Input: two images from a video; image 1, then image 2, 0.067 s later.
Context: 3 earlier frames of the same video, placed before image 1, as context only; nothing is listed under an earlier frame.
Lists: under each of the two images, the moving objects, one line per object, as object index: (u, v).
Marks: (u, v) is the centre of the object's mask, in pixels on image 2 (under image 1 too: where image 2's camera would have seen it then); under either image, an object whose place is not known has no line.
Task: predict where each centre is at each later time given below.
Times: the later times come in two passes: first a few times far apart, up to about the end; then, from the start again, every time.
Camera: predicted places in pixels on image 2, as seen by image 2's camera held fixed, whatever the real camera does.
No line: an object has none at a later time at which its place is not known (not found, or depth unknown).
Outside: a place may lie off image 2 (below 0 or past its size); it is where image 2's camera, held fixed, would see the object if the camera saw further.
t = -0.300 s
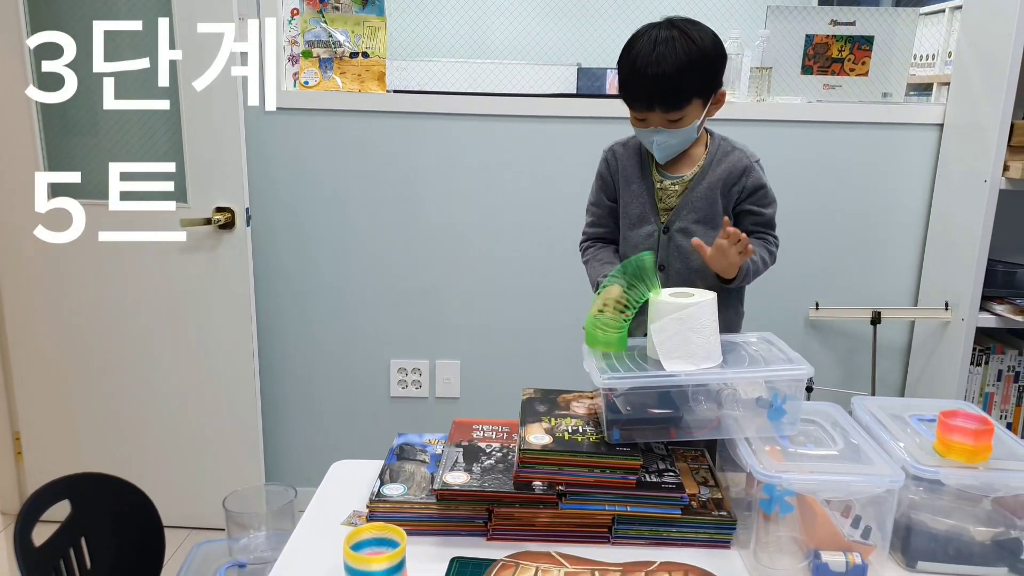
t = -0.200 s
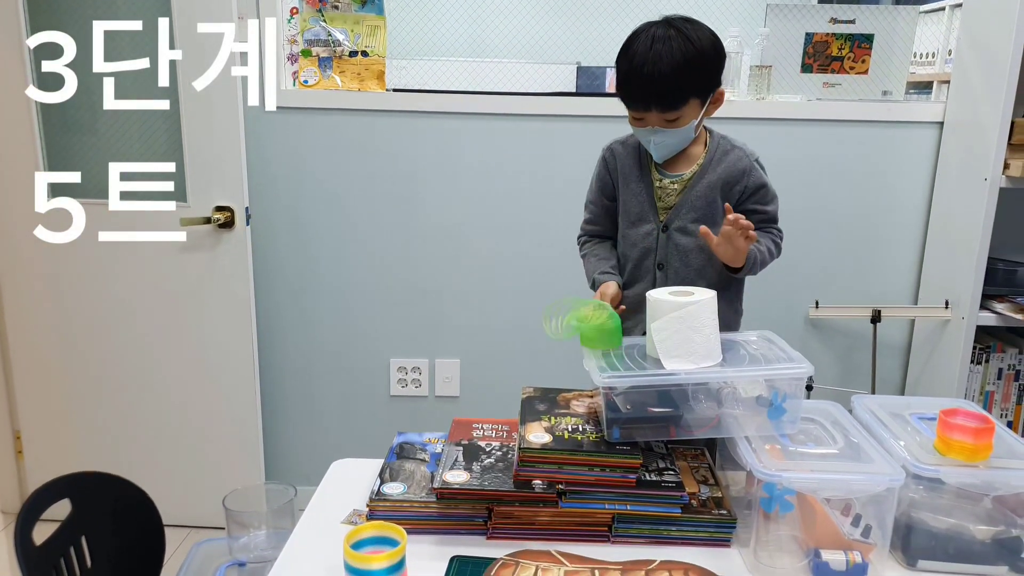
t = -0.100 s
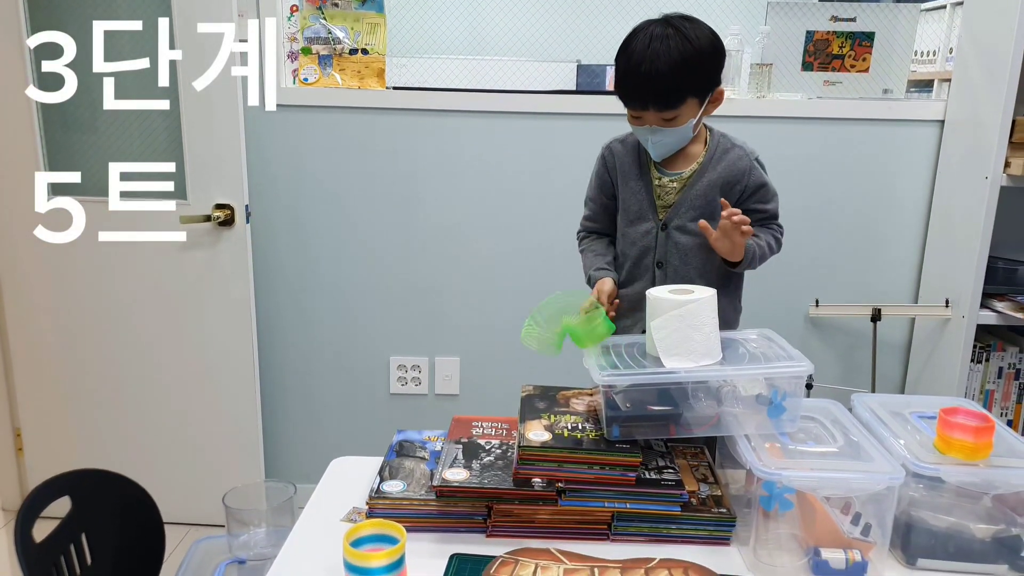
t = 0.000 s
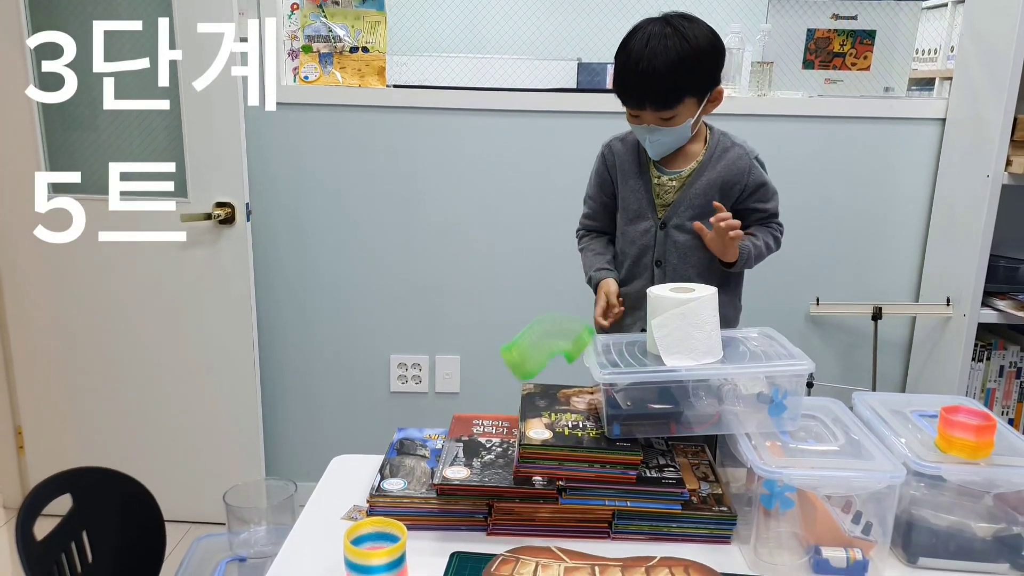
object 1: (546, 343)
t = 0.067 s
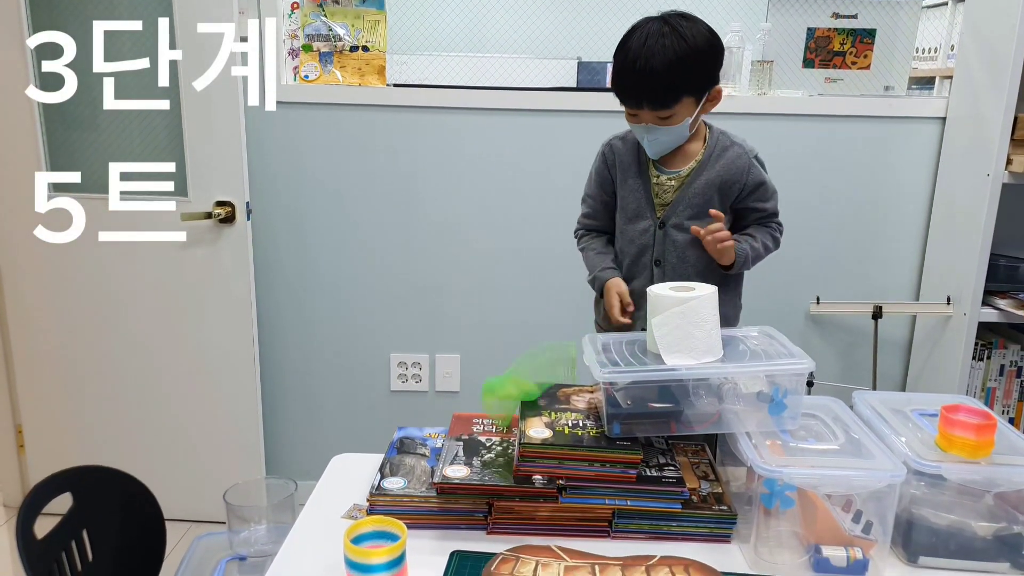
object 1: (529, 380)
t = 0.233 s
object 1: (480, 401)
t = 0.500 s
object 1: (442, 416)
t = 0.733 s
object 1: (407, 420)
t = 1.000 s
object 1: (395, 431)
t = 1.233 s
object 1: (370, 433)
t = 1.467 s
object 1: (334, 447)
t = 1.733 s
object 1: (313, 453)
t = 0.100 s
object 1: (522, 394)
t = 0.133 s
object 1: (508, 404)
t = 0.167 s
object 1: (502, 399)
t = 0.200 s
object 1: (491, 398)
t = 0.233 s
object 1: (480, 401)
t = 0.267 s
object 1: (476, 407)
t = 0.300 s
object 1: (471, 409)
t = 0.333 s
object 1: (467, 410)
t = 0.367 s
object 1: (459, 412)
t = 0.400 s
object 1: (453, 415)
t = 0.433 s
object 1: (448, 418)
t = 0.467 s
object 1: (446, 418)
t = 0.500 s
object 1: (442, 416)
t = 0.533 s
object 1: (440, 416)
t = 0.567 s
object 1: (437, 415)
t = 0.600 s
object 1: (433, 417)
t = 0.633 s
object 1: (429, 418)
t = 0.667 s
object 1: (417, 419)
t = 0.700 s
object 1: (414, 423)
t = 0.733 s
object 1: (407, 420)
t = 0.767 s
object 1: (404, 420)
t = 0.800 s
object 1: (403, 421)
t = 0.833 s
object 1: (404, 422)
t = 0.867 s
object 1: (403, 424)
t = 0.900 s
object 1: (403, 425)
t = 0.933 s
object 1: (400, 427)
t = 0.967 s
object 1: (398, 428)
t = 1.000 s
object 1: (395, 431)
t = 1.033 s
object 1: (392, 433)
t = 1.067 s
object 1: (388, 436)
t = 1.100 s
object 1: (386, 435)
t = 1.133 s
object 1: (381, 434)
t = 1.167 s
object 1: (379, 434)
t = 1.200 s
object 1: (374, 433)
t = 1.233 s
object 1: (370, 433)
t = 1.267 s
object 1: (364, 435)
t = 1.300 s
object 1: (354, 436)
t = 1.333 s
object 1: (347, 441)
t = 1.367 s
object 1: (343, 442)
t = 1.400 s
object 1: (339, 442)
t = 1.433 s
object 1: (336, 444)
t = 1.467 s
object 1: (334, 447)
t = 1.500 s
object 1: (332, 450)
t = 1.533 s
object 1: (331, 451)
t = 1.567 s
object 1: (330, 453)
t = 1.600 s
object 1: (330, 453)
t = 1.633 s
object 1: (326, 452)
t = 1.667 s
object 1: (322, 452)
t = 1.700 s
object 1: (318, 454)
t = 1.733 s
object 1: (313, 453)
